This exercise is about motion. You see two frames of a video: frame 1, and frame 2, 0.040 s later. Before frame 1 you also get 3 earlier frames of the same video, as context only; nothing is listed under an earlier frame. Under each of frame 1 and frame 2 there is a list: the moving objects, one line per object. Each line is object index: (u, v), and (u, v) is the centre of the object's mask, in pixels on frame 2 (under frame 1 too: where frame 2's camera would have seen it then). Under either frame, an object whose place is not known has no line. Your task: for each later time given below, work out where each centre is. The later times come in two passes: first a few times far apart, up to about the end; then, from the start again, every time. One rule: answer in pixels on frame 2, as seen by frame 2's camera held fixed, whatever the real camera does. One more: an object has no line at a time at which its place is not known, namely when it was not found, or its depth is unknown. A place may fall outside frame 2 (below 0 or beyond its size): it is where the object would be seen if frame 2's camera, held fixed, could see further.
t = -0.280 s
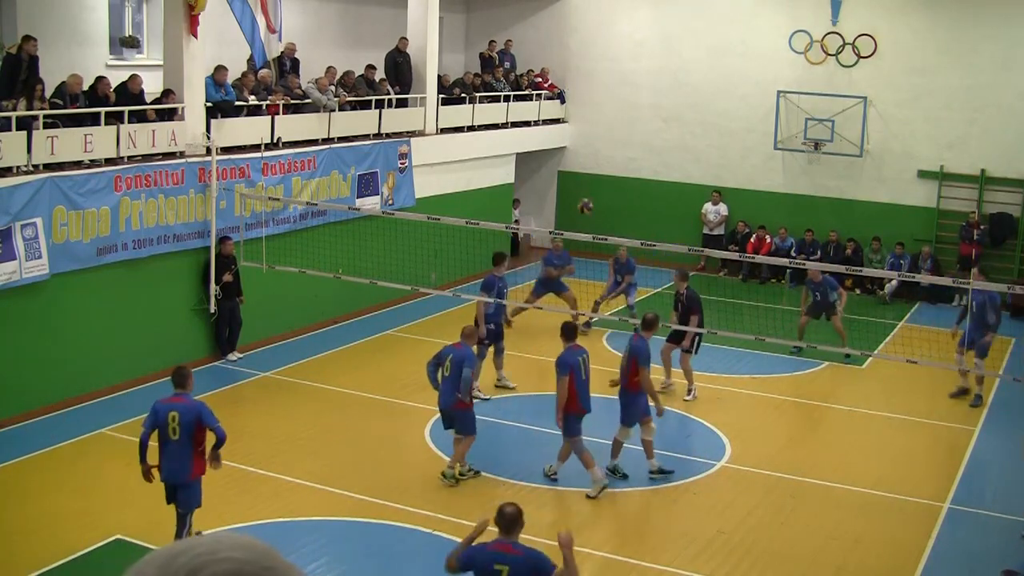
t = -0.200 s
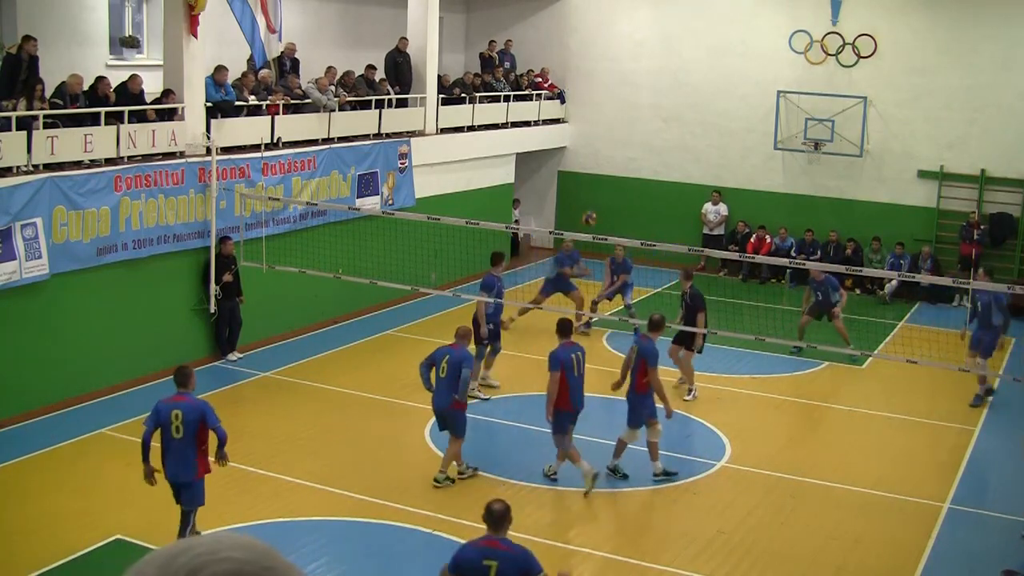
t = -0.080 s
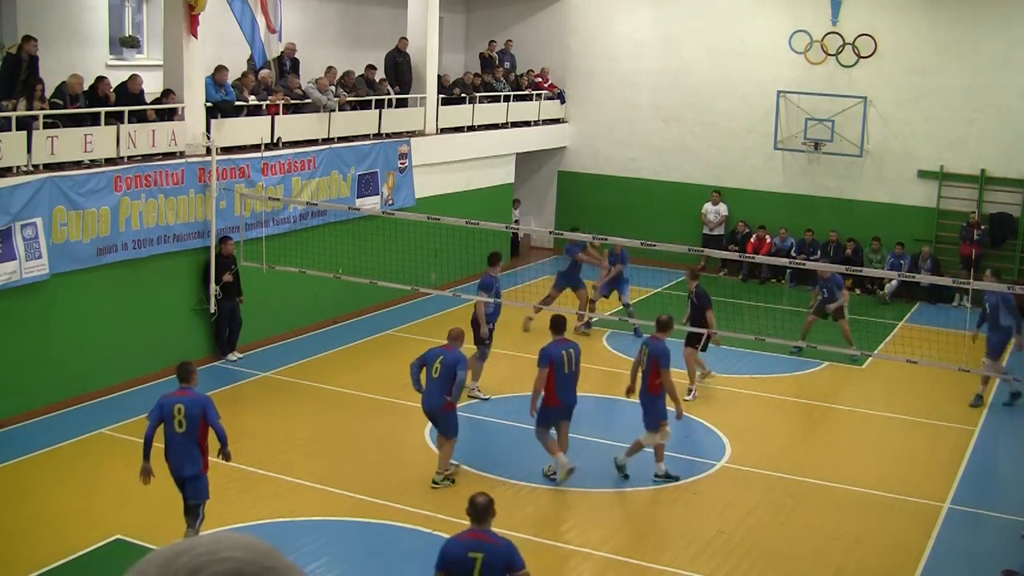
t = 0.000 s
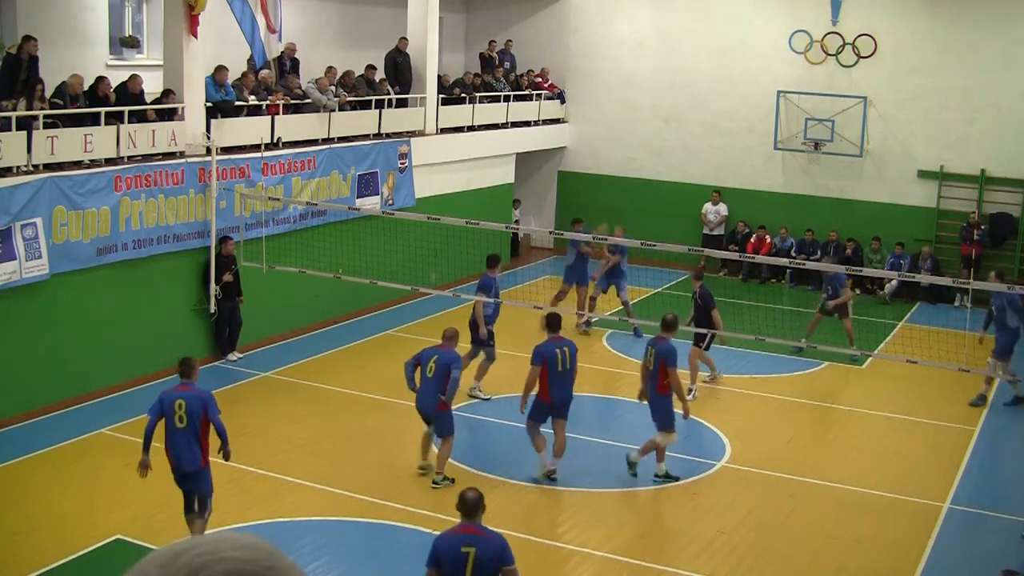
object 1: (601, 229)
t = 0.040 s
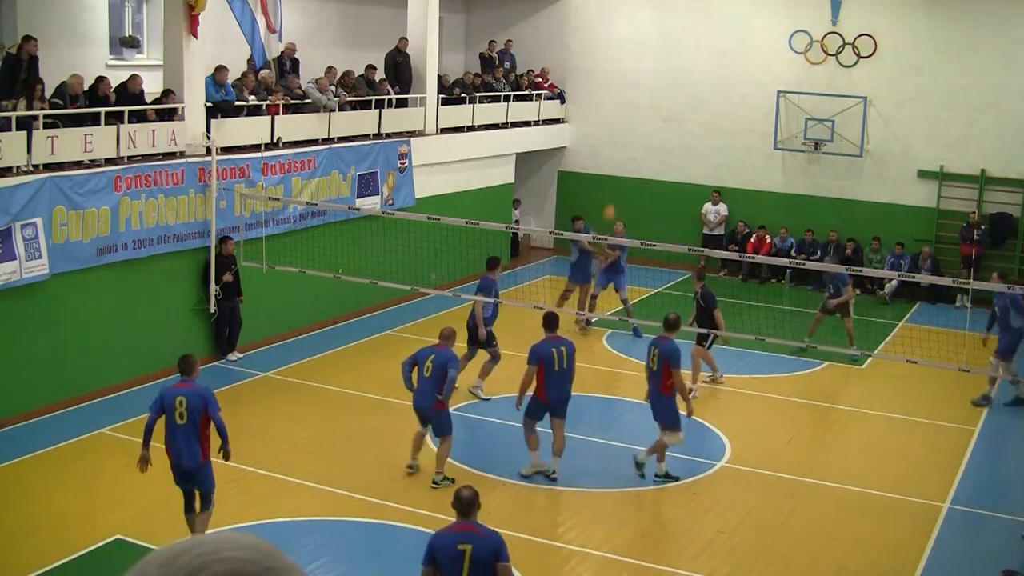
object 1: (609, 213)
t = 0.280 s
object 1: (655, 122)
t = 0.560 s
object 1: (708, 60)
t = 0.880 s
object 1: (766, 50)
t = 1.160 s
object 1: (813, 98)
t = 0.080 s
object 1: (618, 195)
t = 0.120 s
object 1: (625, 179)
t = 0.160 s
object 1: (632, 163)
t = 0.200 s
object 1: (640, 148)
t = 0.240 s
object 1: (647, 135)
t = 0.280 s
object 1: (655, 122)
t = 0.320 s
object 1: (663, 110)
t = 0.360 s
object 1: (670, 99)
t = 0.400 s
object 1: (678, 89)
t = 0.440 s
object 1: (685, 80)
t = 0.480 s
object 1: (693, 72)
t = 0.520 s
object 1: (700, 66)
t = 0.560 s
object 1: (708, 60)
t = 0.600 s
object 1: (715, 54)
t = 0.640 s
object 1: (723, 50)
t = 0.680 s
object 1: (730, 48)
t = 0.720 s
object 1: (737, 46)
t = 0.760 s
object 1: (744, 45)
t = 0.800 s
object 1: (751, 46)
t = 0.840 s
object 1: (759, 47)
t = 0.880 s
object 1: (766, 50)
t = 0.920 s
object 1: (773, 53)
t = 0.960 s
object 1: (780, 58)
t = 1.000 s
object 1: (787, 64)
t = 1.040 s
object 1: (794, 71)
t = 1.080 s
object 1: (800, 79)
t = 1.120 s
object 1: (807, 88)
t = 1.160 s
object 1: (813, 98)
